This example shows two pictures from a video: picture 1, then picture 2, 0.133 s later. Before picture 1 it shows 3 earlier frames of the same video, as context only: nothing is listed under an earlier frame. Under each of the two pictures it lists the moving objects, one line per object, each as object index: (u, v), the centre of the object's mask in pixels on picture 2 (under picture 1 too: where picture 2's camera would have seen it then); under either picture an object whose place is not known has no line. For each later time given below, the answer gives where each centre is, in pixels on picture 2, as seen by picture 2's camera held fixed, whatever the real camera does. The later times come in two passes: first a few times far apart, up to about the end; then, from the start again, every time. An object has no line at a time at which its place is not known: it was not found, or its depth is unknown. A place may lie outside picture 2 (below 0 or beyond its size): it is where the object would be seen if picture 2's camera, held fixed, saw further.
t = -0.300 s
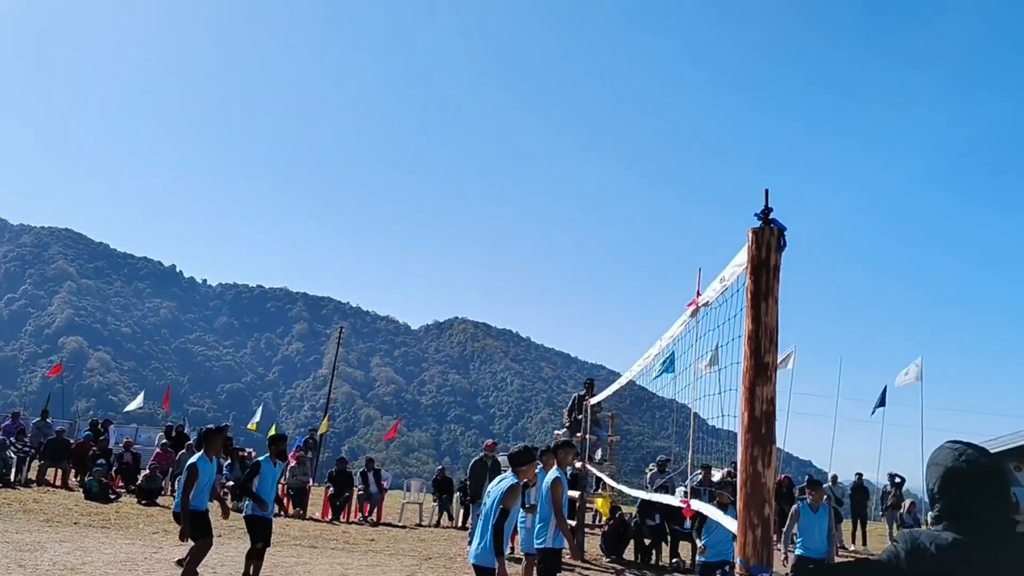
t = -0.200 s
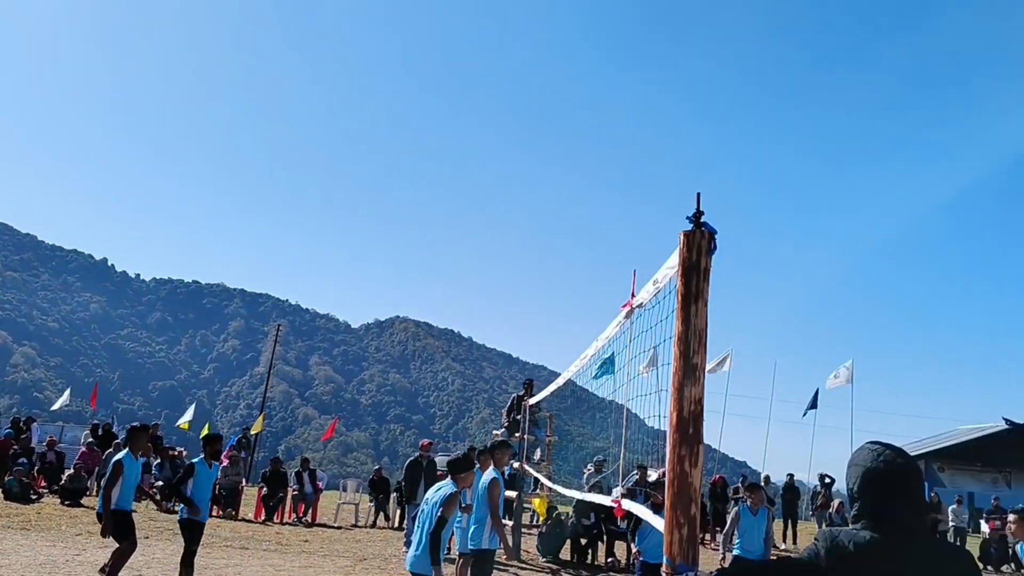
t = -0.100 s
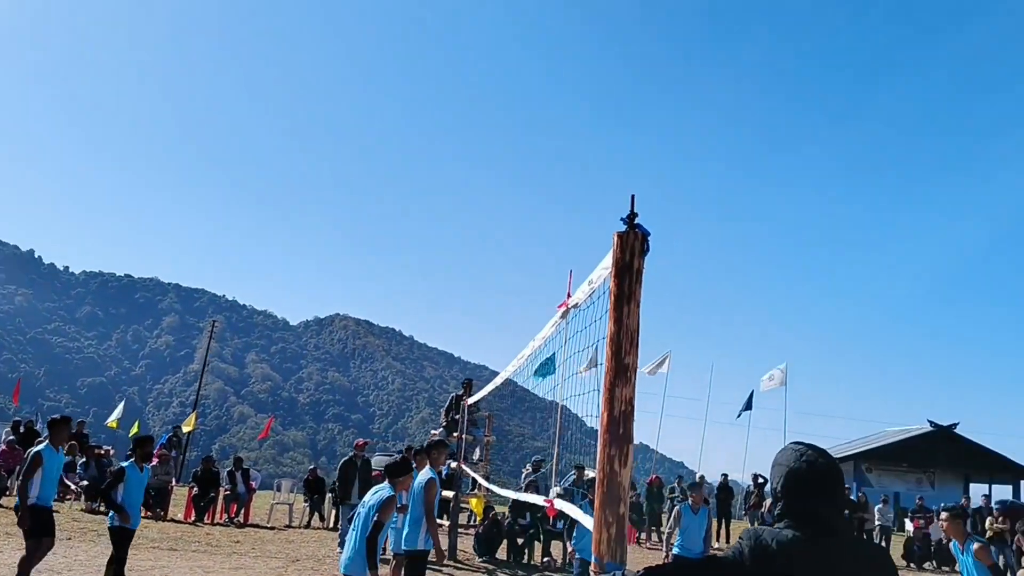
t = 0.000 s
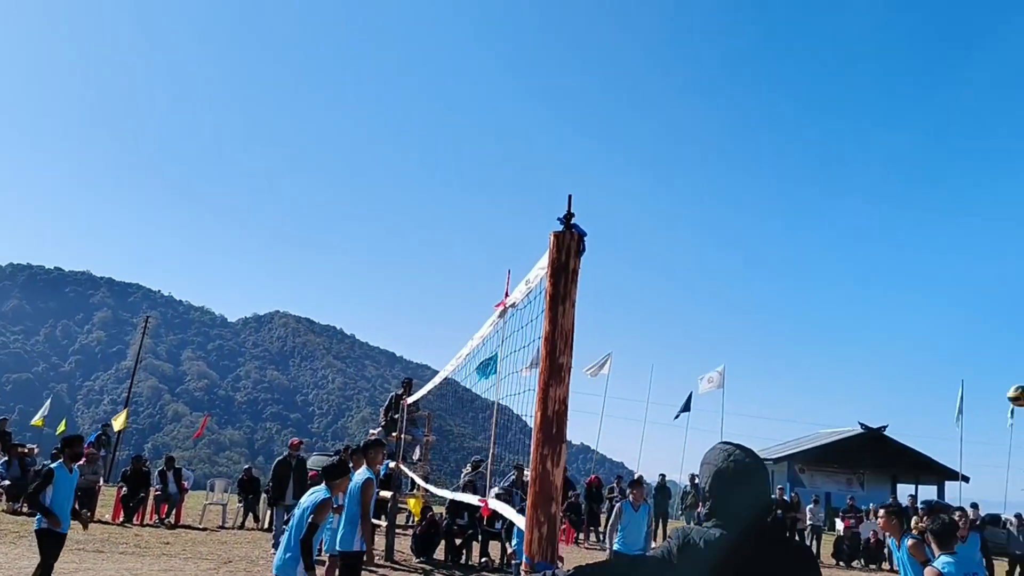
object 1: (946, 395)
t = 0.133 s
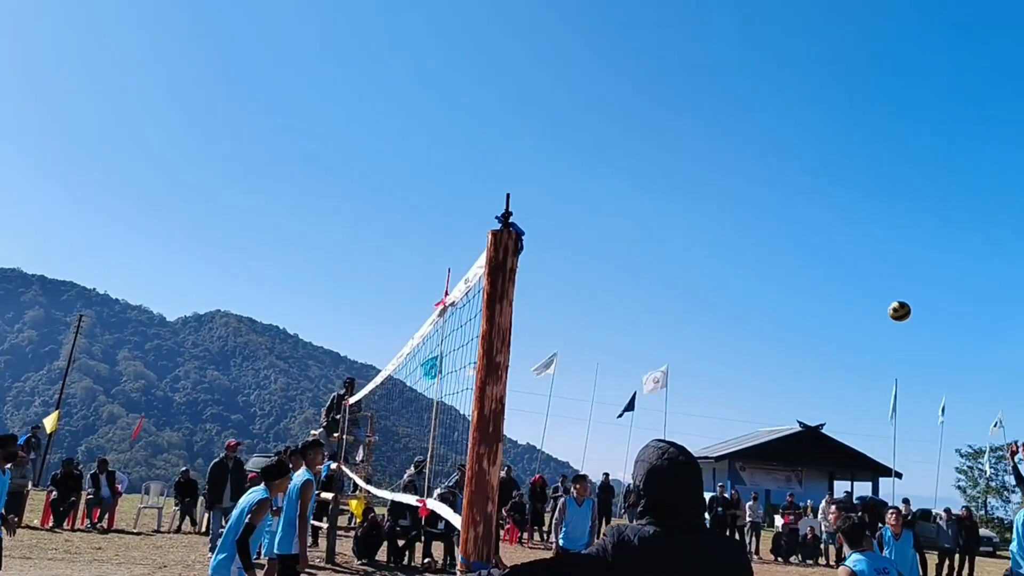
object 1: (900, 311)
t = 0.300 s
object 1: (841, 239)
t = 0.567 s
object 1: (754, 183)
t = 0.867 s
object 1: (663, 198)
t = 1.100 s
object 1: (589, 263)
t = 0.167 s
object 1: (888, 294)
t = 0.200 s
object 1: (876, 278)
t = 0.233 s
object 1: (864, 264)
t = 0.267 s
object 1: (853, 251)
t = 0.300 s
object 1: (841, 239)
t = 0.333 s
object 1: (830, 228)
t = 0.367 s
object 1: (819, 219)
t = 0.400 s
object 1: (808, 210)
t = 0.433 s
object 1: (797, 202)
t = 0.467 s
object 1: (786, 196)
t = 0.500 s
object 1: (775, 191)
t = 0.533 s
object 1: (765, 187)
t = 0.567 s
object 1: (754, 183)
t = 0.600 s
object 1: (744, 181)
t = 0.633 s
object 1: (734, 179)
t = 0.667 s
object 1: (724, 179)
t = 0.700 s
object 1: (714, 180)
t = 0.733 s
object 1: (703, 181)
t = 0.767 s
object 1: (693, 184)
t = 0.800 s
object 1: (683, 188)
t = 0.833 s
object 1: (673, 192)
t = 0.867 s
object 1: (663, 198)
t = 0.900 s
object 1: (653, 204)
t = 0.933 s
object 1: (642, 212)
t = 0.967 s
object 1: (632, 220)
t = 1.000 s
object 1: (622, 229)
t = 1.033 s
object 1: (611, 239)
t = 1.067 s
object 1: (600, 250)
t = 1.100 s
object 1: (589, 263)
